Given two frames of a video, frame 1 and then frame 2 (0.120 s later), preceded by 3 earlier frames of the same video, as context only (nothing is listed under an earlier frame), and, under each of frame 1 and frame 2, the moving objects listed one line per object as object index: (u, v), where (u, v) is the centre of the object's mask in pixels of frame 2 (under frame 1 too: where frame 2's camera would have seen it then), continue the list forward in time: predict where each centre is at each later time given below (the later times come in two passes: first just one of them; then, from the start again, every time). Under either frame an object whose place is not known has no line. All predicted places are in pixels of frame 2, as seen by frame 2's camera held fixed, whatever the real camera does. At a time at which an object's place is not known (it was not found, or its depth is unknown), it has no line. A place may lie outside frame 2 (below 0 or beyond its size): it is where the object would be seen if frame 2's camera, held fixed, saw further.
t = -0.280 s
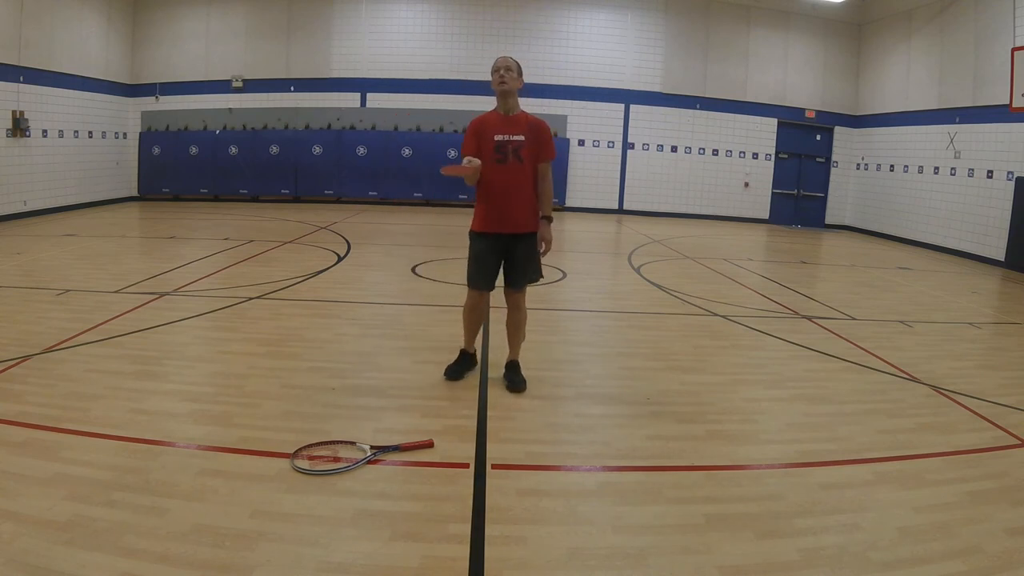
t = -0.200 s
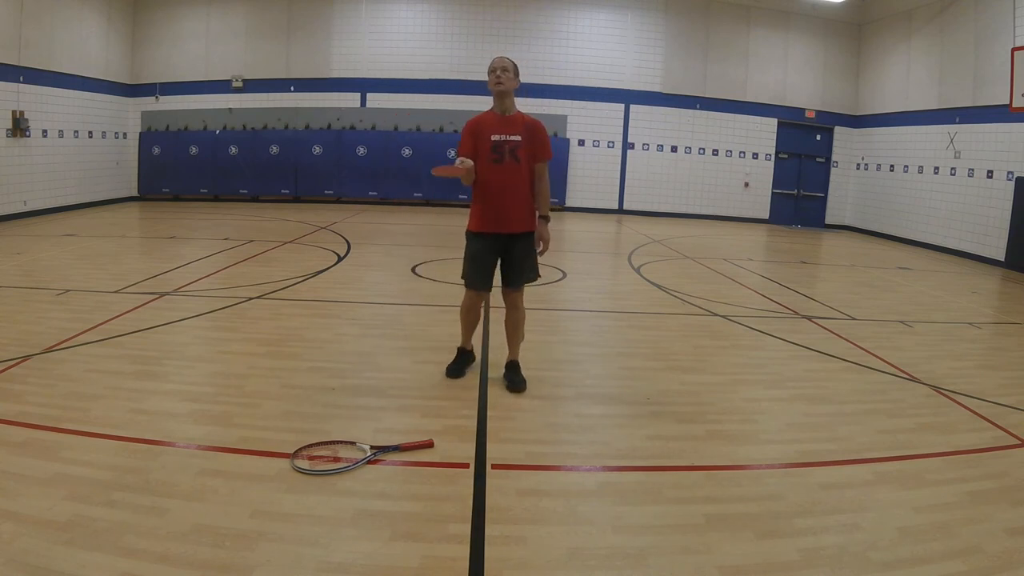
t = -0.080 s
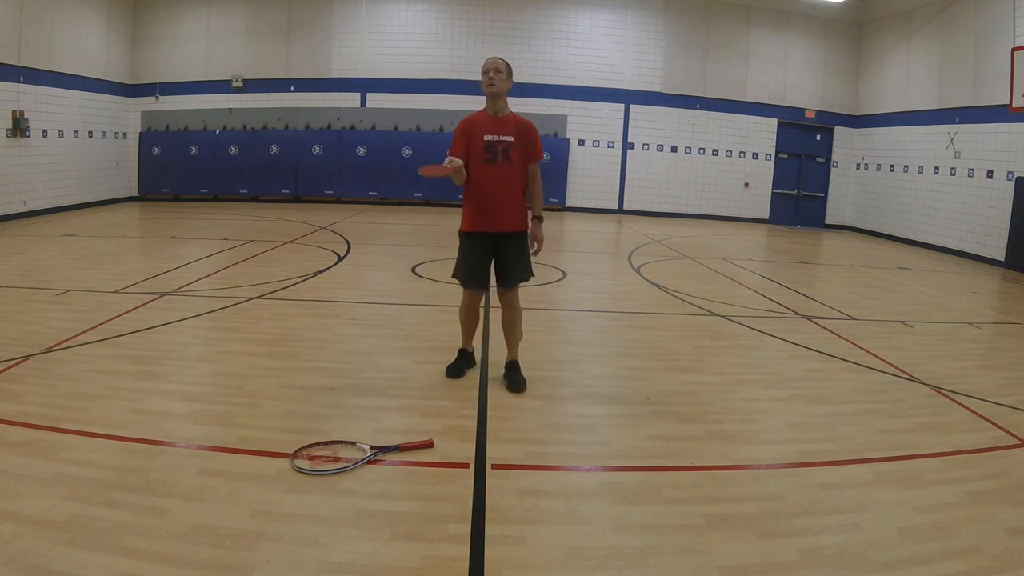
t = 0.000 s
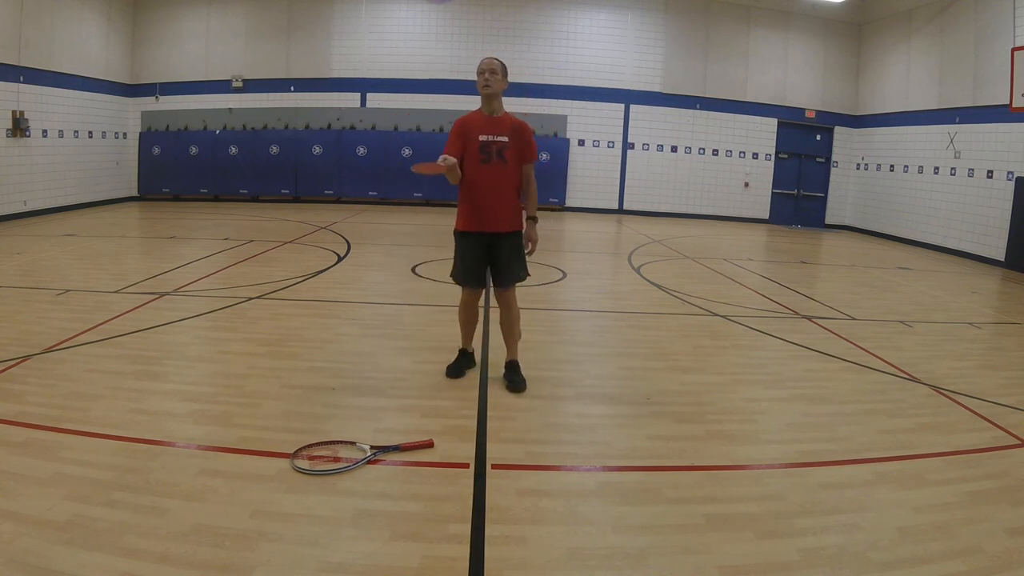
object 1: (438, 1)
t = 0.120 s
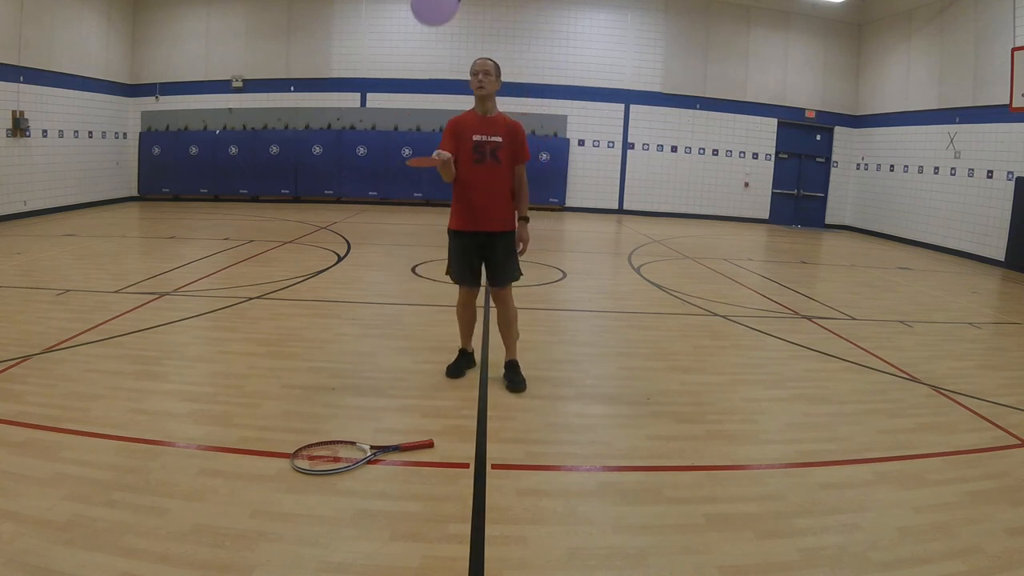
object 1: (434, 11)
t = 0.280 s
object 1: (432, 41)
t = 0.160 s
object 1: (433, 15)
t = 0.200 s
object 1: (433, 21)
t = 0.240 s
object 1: (432, 31)
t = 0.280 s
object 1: (432, 41)
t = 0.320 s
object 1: (431, 52)
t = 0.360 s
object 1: (431, 64)
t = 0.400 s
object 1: (431, 75)
